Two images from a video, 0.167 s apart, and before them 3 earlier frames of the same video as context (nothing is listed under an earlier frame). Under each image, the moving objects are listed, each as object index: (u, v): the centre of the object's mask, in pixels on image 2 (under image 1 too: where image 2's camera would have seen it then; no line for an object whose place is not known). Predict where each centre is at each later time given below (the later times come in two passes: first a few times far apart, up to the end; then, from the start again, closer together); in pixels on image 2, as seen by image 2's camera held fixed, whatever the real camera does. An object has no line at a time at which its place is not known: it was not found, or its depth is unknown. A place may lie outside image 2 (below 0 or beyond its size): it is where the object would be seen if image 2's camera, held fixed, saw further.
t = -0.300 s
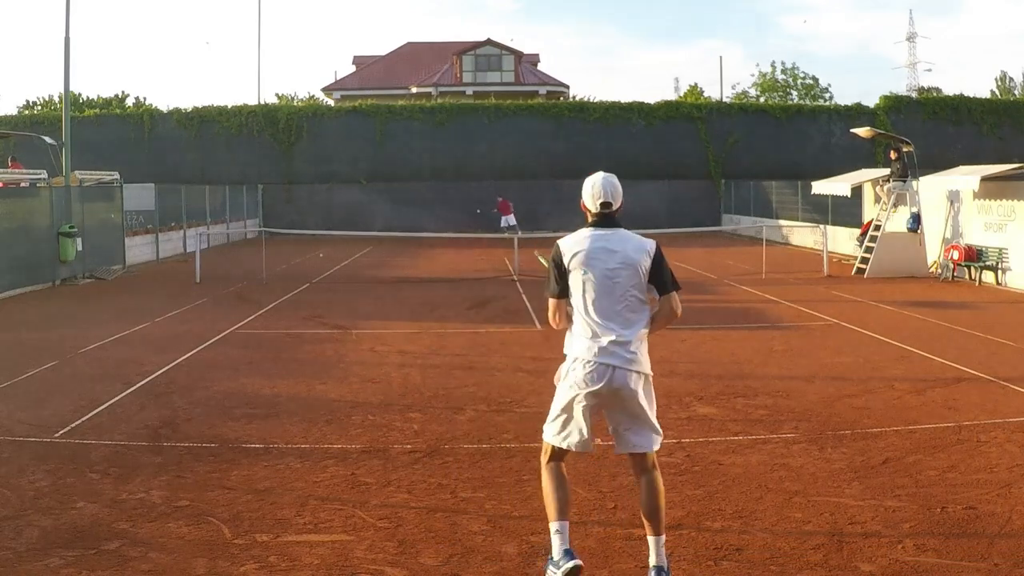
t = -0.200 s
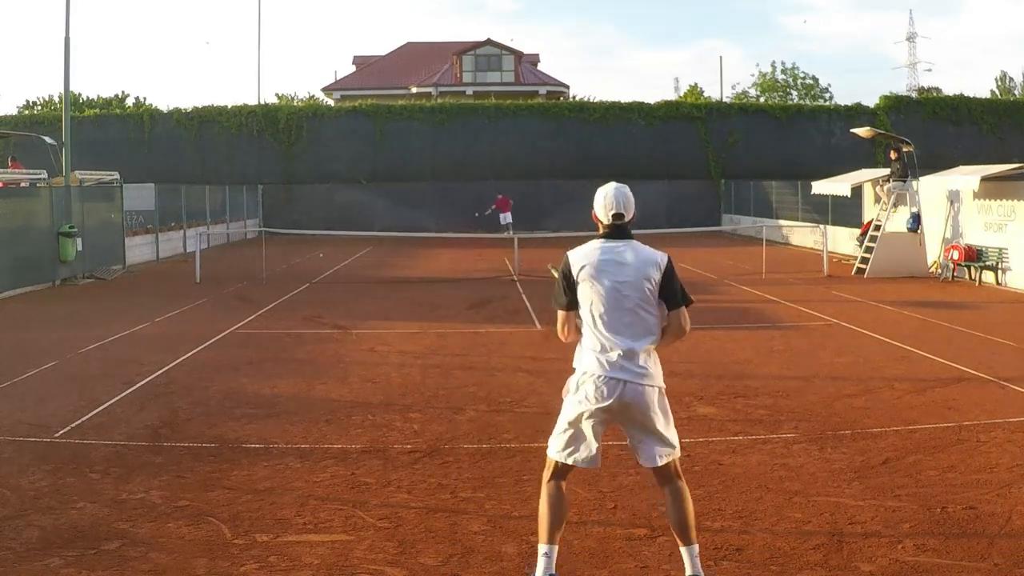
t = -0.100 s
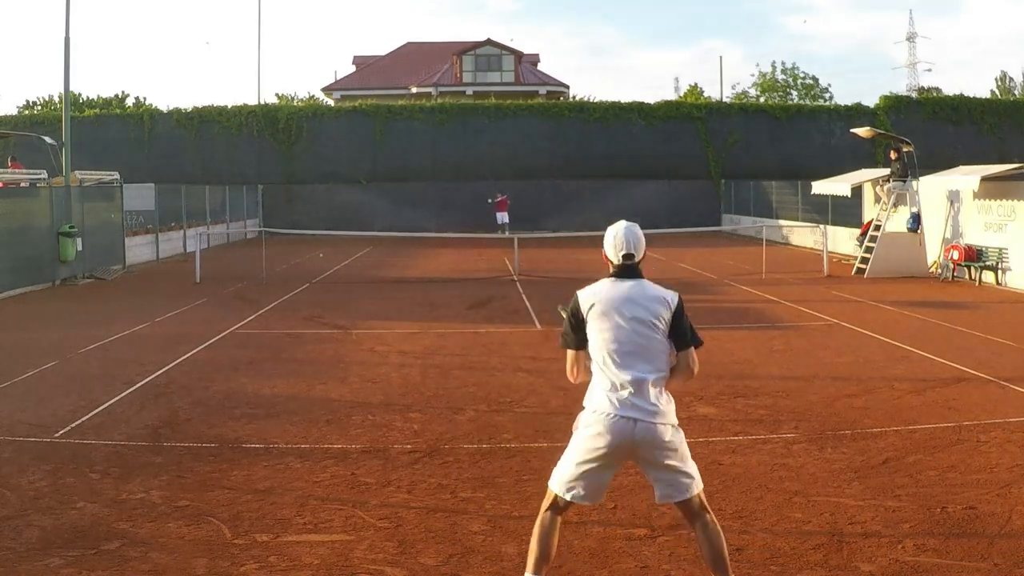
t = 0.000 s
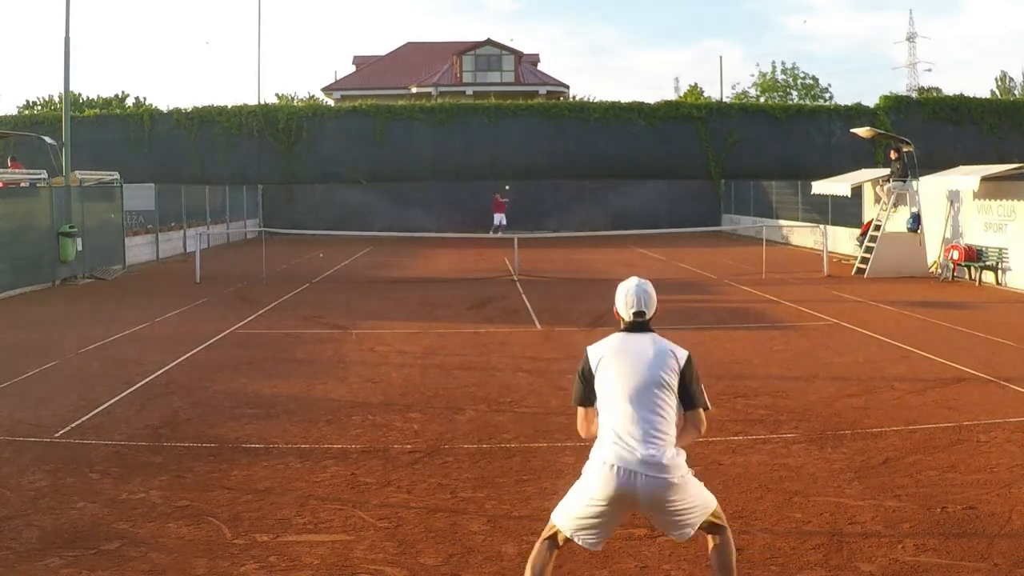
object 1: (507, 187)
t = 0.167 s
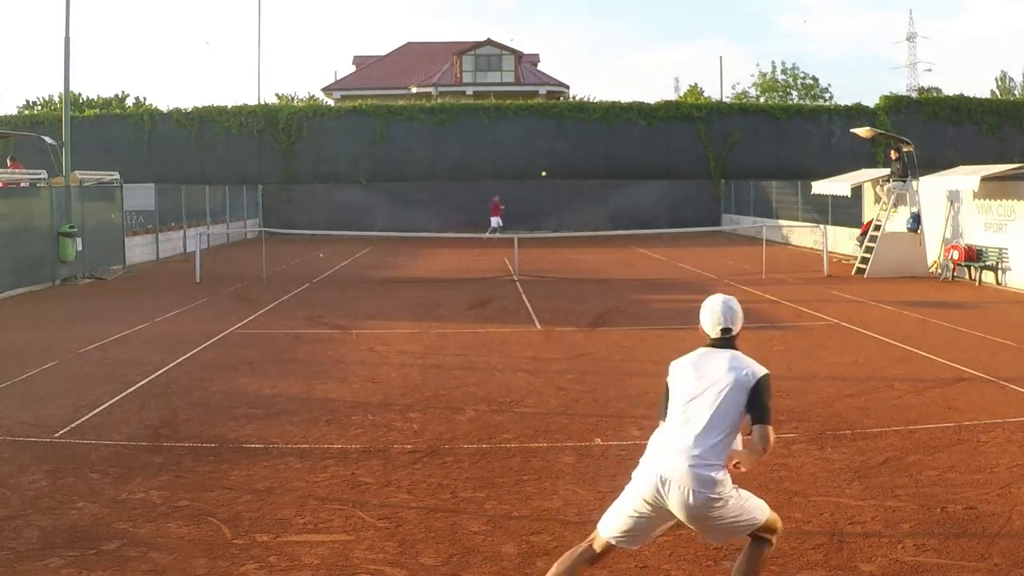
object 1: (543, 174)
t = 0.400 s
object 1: (619, 183)
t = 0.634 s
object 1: (753, 261)
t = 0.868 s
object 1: (995, 385)
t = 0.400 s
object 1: (619, 183)
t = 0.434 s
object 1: (633, 188)
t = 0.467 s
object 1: (649, 195)
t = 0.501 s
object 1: (666, 204)
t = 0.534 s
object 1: (685, 214)
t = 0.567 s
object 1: (705, 227)
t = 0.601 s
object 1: (728, 243)
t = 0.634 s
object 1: (753, 261)
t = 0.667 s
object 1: (781, 283)
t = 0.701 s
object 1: (811, 309)
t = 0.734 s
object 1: (845, 339)
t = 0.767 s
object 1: (883, 376)
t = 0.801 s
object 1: (924, 412)
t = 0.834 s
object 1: (958, 398)
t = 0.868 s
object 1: (995, 385)
